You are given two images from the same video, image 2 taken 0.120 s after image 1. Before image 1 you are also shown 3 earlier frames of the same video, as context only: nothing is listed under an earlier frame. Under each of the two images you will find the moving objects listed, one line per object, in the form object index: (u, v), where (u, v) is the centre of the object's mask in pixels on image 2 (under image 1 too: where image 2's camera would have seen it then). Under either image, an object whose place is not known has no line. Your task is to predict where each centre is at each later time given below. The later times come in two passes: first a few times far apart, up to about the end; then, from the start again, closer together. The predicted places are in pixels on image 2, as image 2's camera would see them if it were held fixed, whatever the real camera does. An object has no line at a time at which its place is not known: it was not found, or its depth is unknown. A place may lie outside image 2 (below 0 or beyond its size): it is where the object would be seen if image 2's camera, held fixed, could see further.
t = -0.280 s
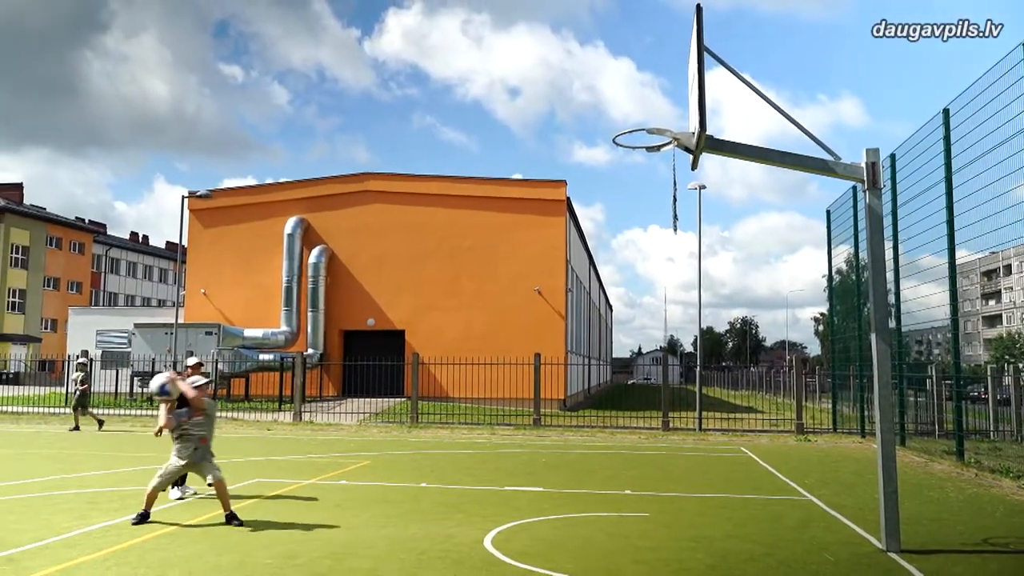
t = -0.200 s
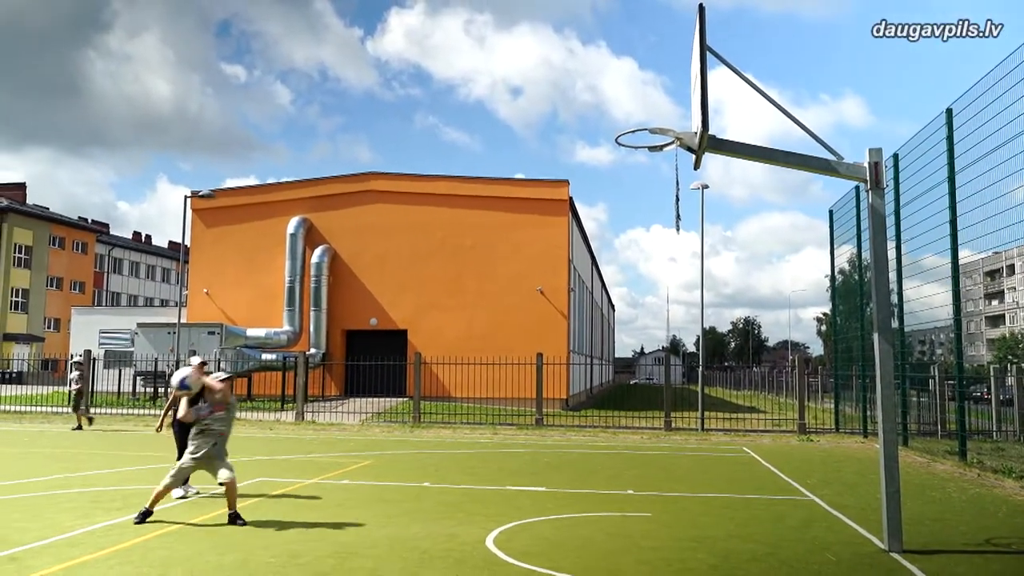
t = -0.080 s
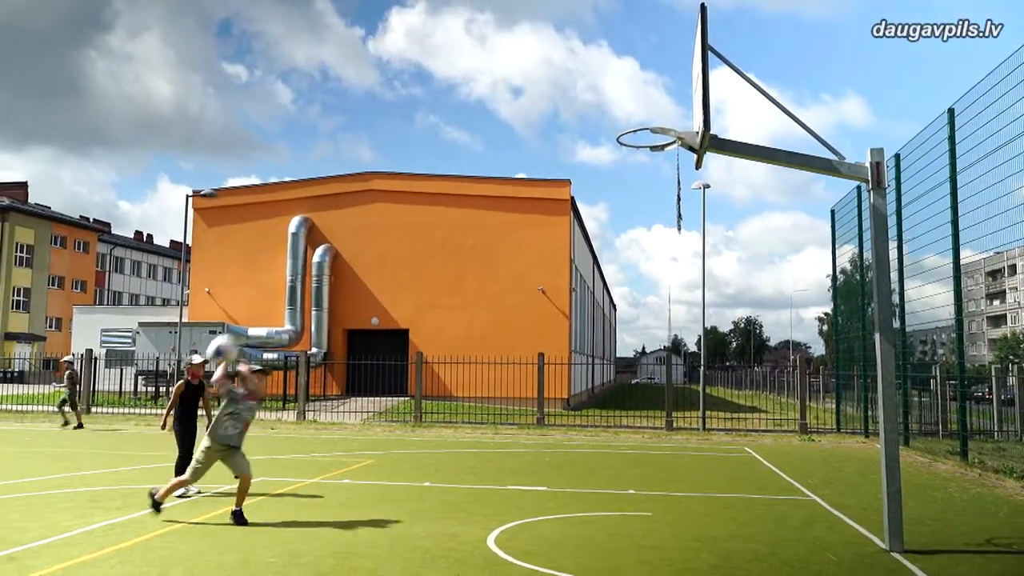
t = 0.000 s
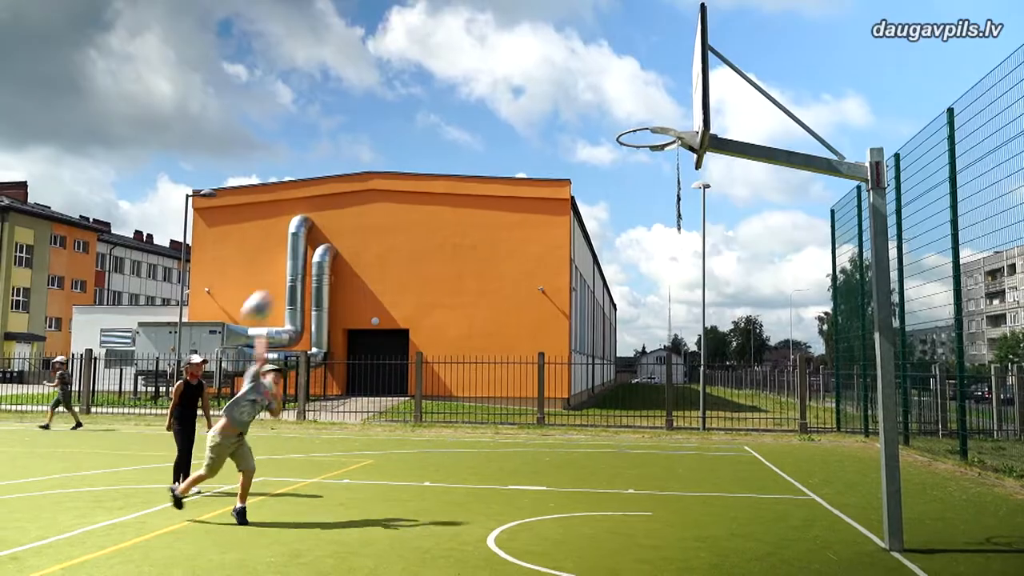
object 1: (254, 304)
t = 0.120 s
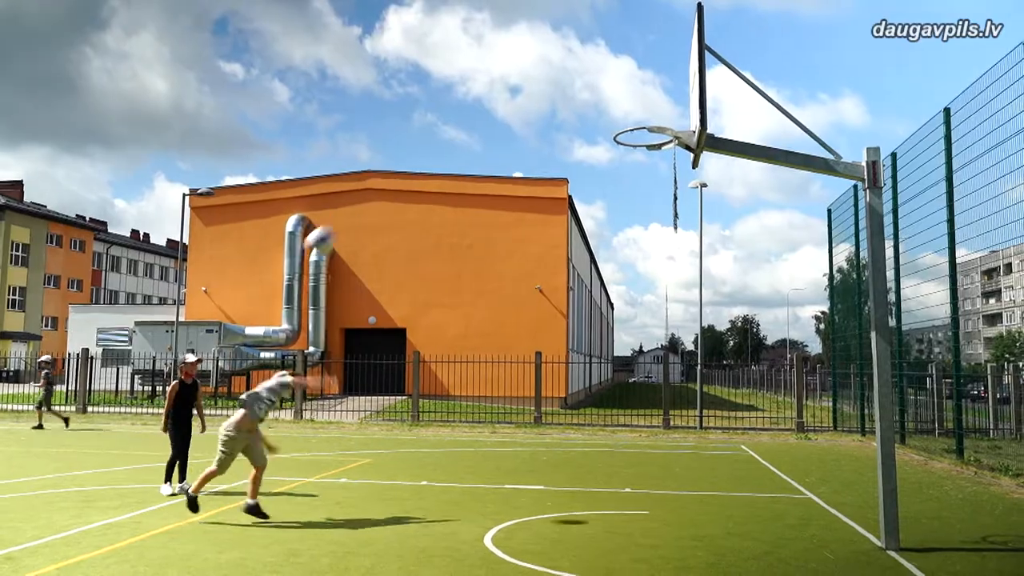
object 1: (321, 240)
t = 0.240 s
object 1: (381, 194)
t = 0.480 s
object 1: (496, 158)
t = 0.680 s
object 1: (585, 175)
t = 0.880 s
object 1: (671, 236)
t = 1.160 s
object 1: (778, 375)
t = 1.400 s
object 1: (853, 453)
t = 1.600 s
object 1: (896, 367)
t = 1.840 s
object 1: (924, 322)
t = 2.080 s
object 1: (965, 339)
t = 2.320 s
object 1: (1003, 409)
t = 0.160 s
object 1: (340, 222)
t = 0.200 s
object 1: (360, 208)
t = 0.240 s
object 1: (381, 194)
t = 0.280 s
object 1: (401, 184)
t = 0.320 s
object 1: (420, 174)
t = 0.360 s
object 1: (441, 167)
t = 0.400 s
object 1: (460, 162)
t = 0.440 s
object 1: (478, 159)
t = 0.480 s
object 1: (496, 158)
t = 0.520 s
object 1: (514, 158)
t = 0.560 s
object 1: (532, 159)
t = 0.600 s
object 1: (551, 162)
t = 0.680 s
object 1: (585, 175)
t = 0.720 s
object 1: (603, 183)
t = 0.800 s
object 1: (635, 204)
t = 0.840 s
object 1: (653, 217)
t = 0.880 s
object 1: (671, 236)
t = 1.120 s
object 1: (765, 352)
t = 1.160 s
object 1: (778, 375)
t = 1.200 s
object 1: (794, 402)
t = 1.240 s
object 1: (808, 430)
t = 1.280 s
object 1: (824, 461)
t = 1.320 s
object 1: (840, 492)
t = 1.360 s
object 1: (847, 474)
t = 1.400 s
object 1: (853, 453)
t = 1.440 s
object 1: (859, 430)
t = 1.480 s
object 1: (864, 411)
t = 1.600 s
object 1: (896, 367)
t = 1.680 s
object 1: (901, 347)
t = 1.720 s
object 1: (904, 338)
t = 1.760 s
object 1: (912, 332)
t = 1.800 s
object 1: (918, 327)
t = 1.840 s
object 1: (924, 322)
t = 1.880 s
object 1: (930, 322)
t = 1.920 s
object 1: (938, 322)
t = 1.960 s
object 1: (945, 326)
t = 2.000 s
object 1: (953, 328)
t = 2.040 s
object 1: (958, 333)
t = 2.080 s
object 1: (965, 339)
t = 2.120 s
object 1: (972, 346)
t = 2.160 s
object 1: (978, 355)
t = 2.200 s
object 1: (985, 367)
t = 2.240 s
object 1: (991, 379)
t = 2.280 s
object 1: (996, 393)
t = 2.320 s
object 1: (1003, 409)
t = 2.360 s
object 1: (1008, 425)
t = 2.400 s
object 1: (1012, 444)
